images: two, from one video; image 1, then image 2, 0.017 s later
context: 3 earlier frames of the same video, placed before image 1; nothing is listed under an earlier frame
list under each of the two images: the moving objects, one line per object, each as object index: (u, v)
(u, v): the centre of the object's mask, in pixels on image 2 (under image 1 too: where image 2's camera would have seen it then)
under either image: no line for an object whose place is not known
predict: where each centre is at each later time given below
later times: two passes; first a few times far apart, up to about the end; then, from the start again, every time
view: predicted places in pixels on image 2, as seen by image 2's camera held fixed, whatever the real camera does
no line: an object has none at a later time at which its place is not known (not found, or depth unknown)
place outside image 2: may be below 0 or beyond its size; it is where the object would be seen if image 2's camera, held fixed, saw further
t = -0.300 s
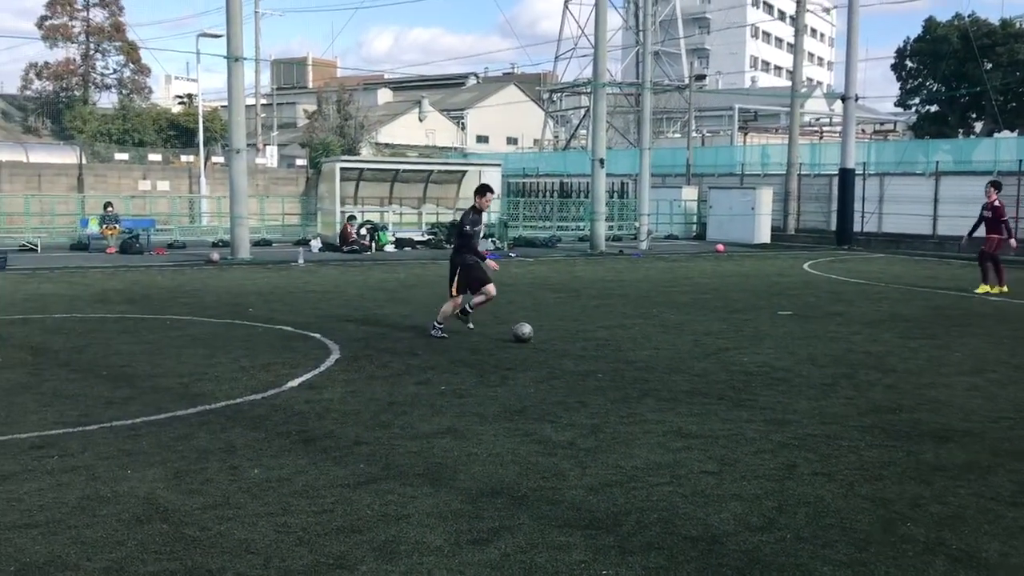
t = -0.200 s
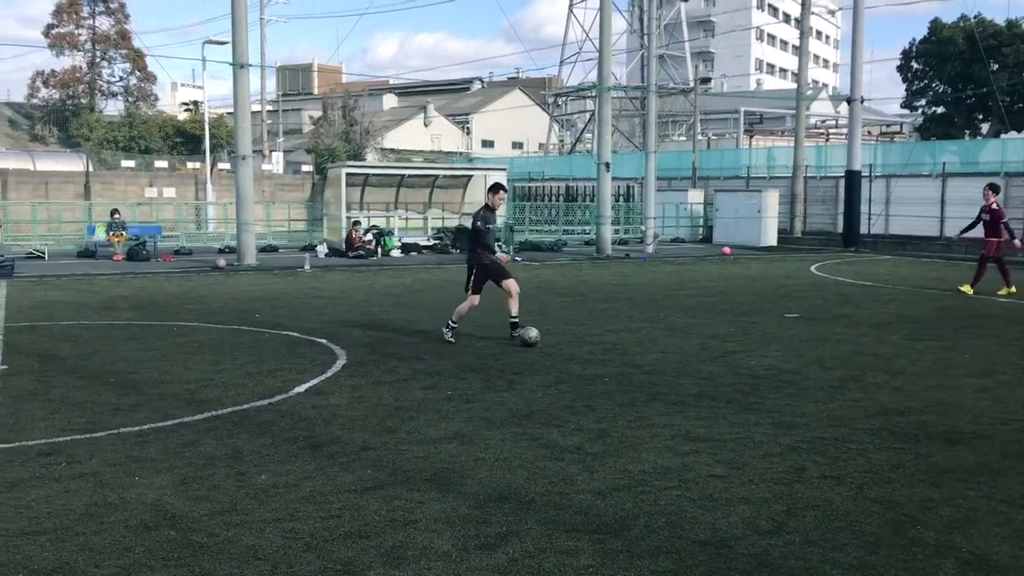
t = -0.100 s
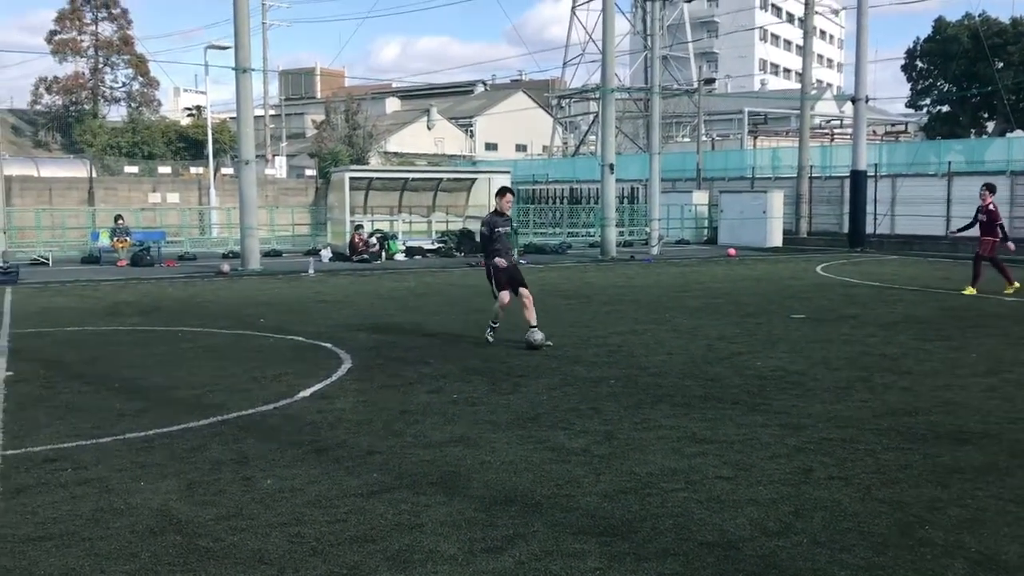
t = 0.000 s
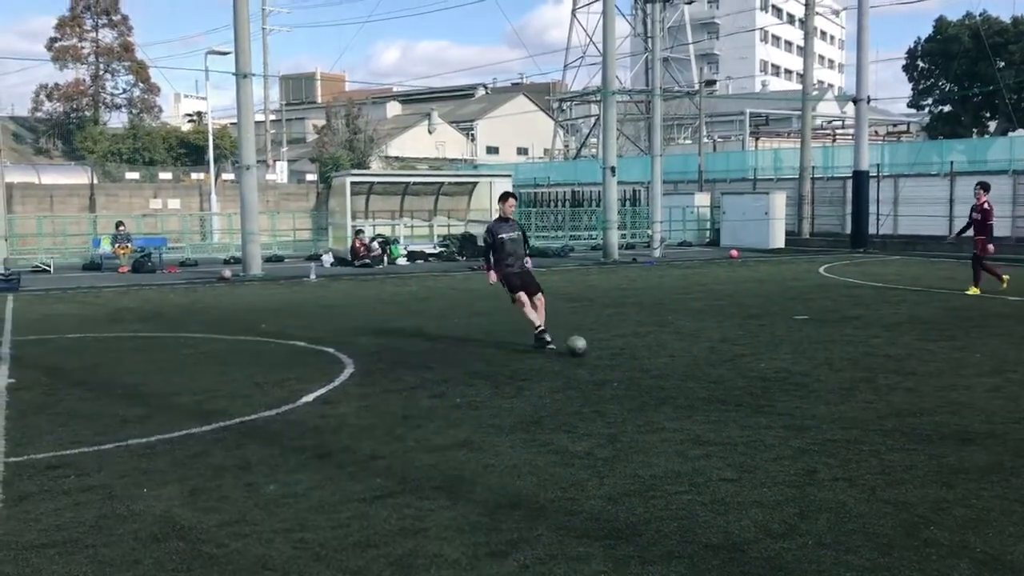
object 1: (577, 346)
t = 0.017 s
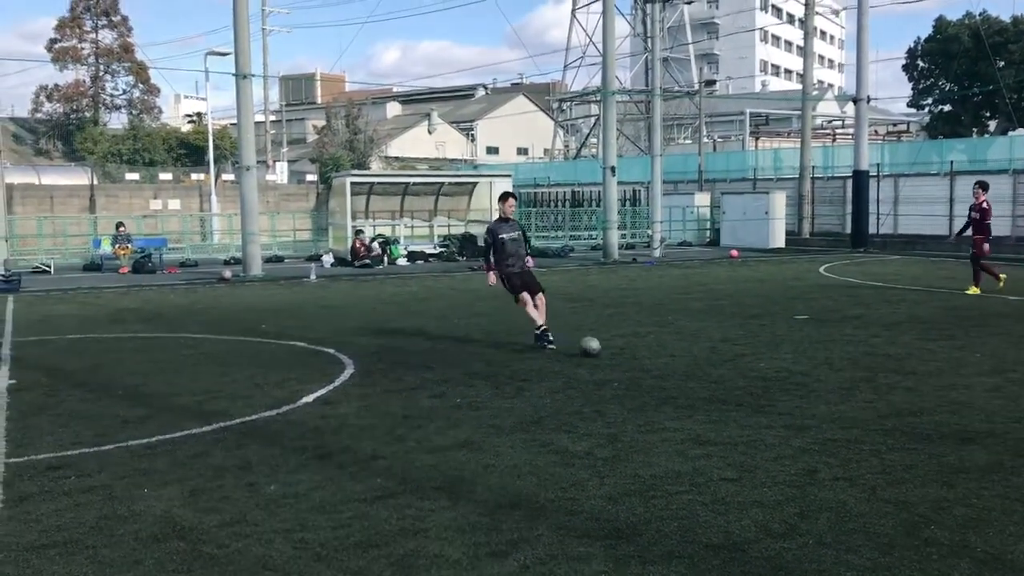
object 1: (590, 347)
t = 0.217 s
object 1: (753, 360)
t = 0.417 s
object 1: (919, 373)
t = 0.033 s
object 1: (603, 348)
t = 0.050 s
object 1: (616, 349)
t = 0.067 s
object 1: (630, 350)
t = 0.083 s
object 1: (643, 351)
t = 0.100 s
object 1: (656, 352)
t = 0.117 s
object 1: (670, 353)
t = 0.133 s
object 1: (684, 354)
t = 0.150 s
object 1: (697, 356)
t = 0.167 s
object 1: (712, 357)
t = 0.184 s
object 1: (725, 358)
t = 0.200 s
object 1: (739, 359)
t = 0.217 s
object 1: (753, 360)
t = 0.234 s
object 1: (767, 361)
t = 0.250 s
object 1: (781, 362)
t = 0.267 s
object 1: (794, 363)
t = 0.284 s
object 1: (808, 364)
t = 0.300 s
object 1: (821, 365)
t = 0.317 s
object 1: (835, 367)
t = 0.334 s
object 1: (850, 368)
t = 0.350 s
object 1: (864, 369)
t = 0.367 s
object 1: (878, 370)
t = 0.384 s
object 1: (891, 371)
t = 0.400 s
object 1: (906, 373)
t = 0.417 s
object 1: (919, 373)
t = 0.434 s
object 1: (933, 374)
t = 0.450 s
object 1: (947, 376)
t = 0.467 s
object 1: (961, 377)
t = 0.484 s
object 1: (974, 379)
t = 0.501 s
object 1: (989, 380)
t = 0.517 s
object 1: (1002, 380)
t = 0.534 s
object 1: (1016, 381)
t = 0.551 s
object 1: (1030, 382)
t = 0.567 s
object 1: (1044, 384)
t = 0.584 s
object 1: (1058, 385)
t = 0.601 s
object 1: (1072, 386)
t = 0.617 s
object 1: (1087, 387)
